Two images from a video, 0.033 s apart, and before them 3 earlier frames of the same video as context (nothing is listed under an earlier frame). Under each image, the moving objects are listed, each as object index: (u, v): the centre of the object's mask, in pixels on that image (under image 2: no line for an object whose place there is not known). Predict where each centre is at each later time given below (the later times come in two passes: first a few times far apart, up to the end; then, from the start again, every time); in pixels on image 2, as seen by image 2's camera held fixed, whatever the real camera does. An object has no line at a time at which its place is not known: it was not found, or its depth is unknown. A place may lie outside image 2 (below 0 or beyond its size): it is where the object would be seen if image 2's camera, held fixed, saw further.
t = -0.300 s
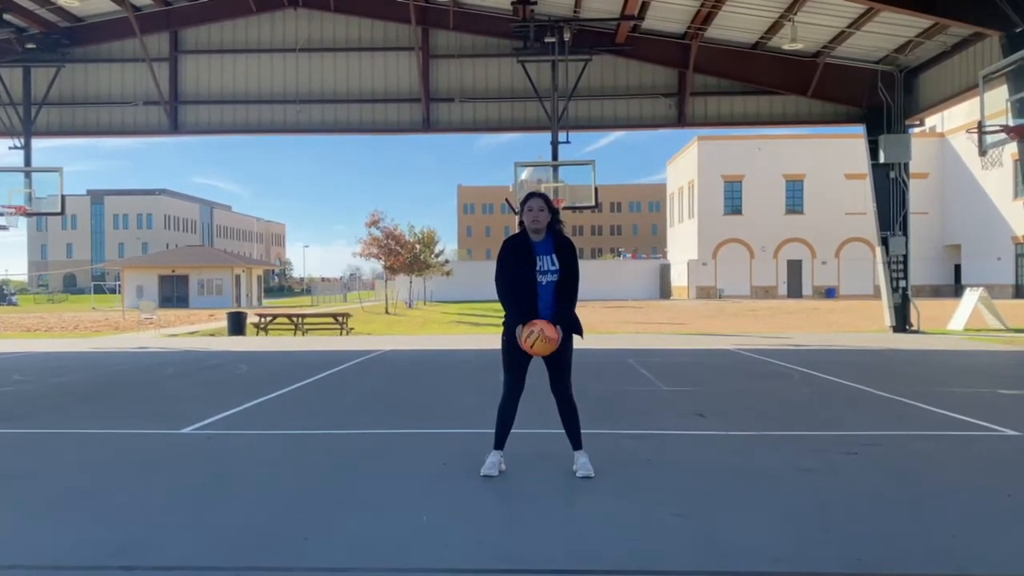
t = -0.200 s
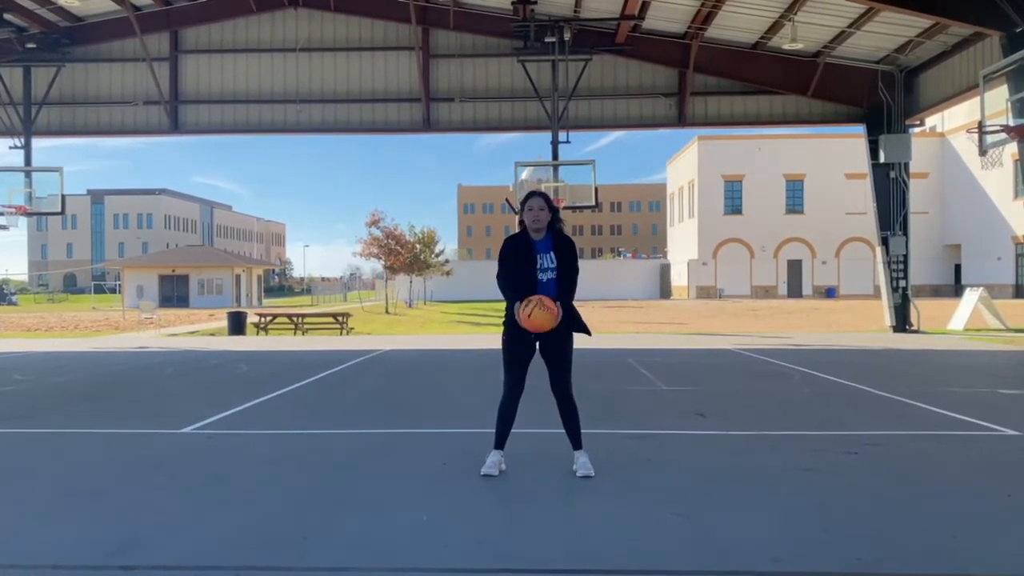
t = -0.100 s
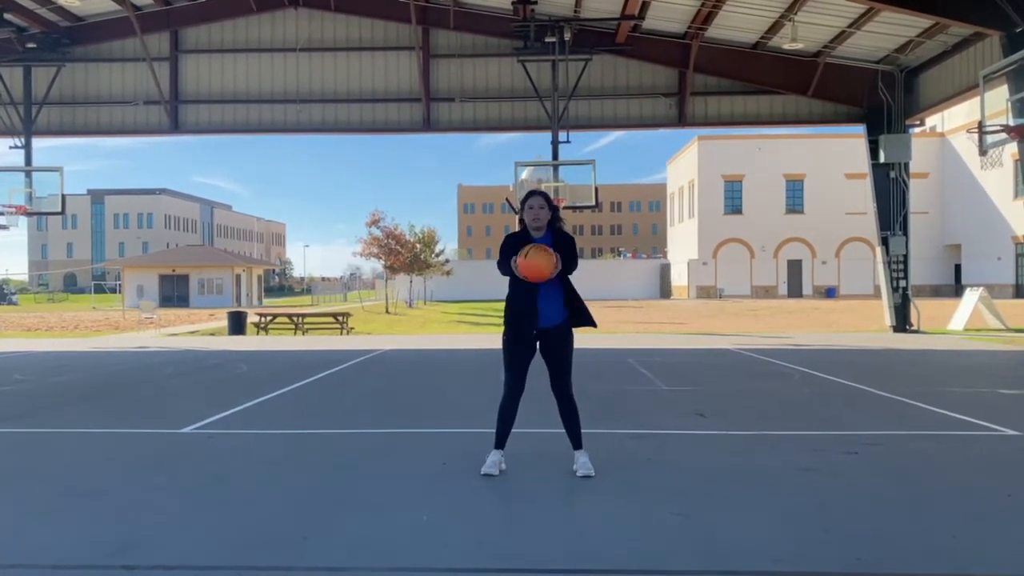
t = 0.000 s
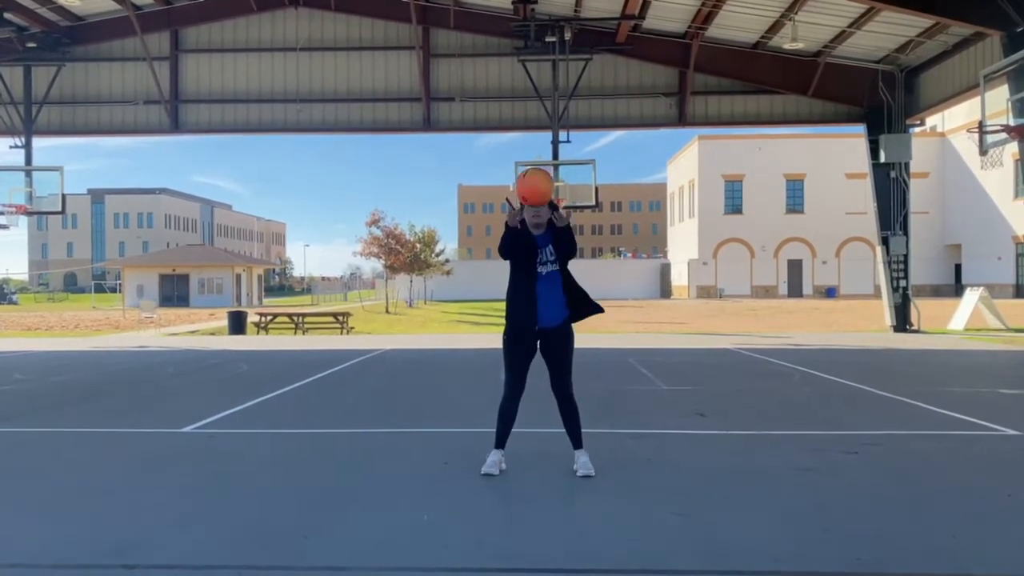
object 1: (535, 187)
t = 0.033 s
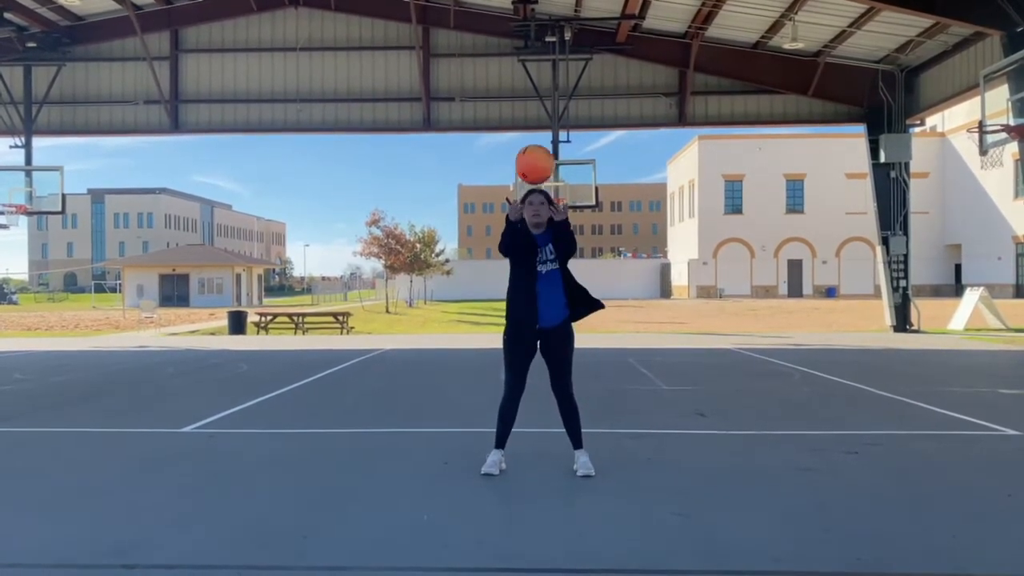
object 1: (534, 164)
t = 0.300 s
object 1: (534, 58)
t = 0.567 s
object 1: (539, 87)
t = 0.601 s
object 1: (539, 100)
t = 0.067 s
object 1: (535, 144)
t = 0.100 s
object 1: (534, 125)
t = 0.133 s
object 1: (534, 109)
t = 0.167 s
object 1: (534, 95)
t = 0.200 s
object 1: (534, 82)
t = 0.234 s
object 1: (534, 72)
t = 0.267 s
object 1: (534, 64)
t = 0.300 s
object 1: (534, 58)
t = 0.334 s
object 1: (535, 54)
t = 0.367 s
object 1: (535, 53)
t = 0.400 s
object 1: (535, 53)
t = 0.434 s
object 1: (536, 56)
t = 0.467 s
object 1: (536, 60)
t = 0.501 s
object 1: (537, 67)
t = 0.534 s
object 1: (538, 76)
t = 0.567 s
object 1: (539, 87)
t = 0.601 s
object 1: (539, 100)
